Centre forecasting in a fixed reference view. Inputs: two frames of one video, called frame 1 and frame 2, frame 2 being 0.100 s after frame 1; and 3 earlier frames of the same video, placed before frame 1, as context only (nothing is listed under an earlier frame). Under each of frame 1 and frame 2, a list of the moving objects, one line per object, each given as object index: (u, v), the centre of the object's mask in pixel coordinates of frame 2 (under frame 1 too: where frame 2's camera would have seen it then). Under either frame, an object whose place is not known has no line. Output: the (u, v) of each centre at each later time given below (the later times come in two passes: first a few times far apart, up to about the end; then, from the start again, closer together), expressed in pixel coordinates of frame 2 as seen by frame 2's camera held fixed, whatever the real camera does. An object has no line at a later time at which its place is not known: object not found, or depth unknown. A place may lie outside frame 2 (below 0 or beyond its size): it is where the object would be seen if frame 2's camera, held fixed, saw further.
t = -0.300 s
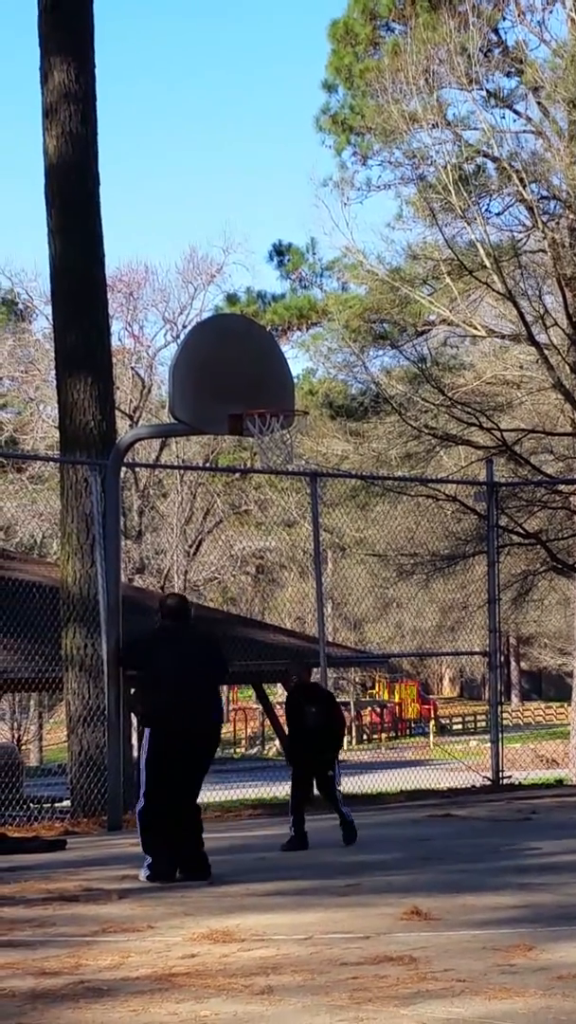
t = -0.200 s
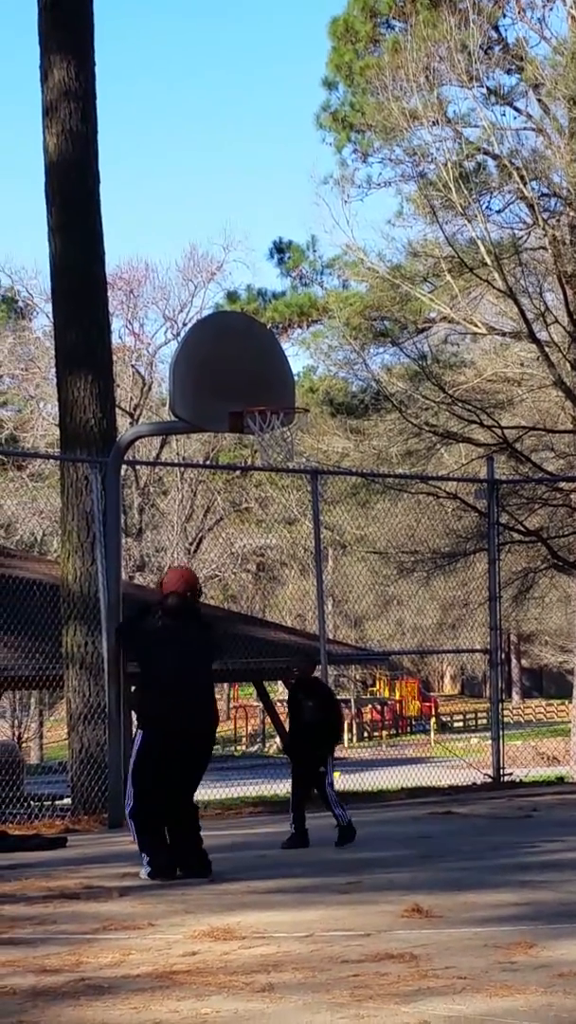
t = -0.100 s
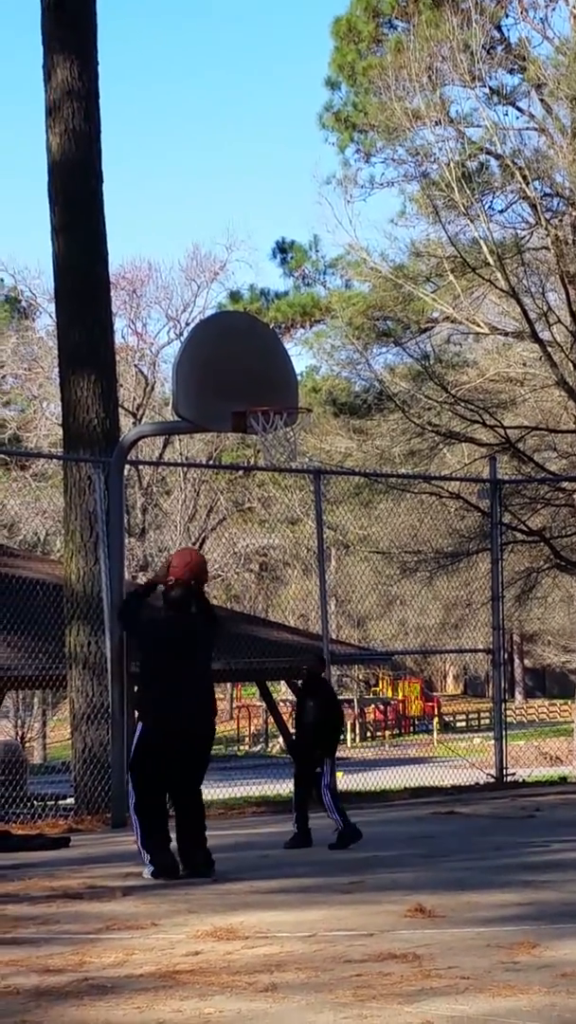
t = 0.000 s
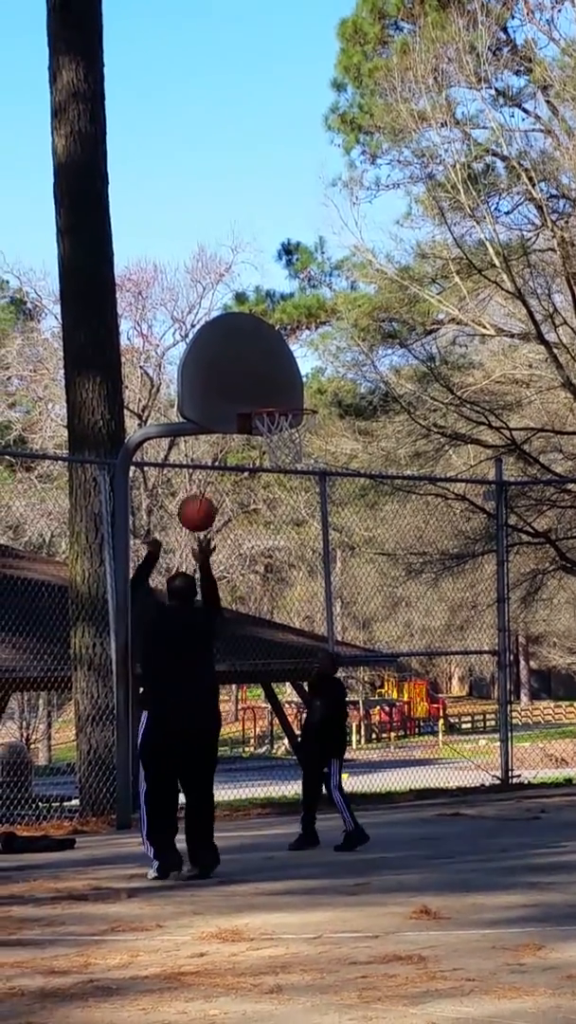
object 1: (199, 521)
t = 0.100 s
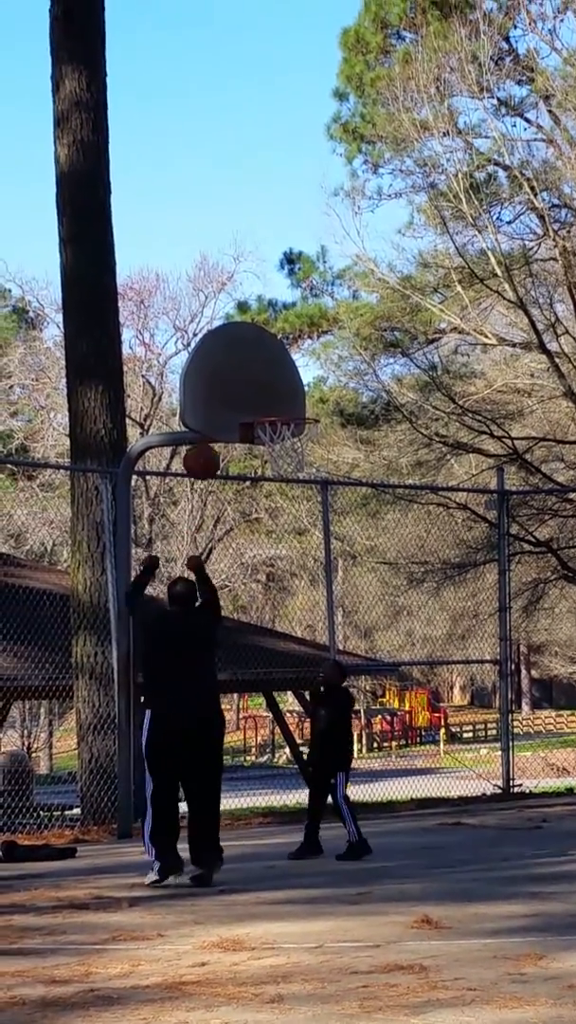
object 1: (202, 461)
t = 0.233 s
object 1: (204, 412)
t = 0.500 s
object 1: (212, 393)
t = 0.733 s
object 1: (225, 400)
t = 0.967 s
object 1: (179, 424)
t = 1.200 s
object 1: (136, 533)
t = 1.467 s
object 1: (77, 761)
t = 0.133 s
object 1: (201, 447)
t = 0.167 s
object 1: (201, 433)
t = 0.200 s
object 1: (204, 423)
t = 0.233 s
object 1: (204, 412)
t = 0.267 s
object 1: (205, 404)
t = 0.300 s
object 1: (206, 398)
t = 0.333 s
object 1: (208, 394)
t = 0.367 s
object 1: (209, 391)
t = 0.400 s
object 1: (209, 391)
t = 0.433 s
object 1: (210, 390)
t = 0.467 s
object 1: (211, 390)
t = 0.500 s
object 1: (212, 393)
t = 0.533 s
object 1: (213, 399)
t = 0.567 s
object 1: (218, 403)
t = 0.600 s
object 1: (233, 409)
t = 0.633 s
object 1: (244, 414)
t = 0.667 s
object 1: (238, 408)
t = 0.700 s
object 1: (231, 403)
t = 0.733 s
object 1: (225, 400)
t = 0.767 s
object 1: (219, 399)
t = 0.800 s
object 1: (213, 402)
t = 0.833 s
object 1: (207, 403)
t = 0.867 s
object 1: (199, 406)
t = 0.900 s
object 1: (193, 409)
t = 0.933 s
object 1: (186, 417)
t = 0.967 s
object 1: (179, 424)
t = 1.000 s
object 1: (173, 435)
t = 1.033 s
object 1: (167, 449)
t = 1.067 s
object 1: (160, 461)
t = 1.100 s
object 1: (153, 476)
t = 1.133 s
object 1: (146, 493)
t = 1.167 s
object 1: (141, 511)
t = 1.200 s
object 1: (136, 533)
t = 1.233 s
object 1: (128, 554)
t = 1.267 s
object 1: (119, 578)
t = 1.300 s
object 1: (114, 603)
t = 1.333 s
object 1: (104, 629)
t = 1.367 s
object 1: (97, 660)
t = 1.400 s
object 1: (92, 690)
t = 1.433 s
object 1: (83, 725)
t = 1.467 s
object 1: (77, 761)
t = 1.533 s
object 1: (63, 838)
